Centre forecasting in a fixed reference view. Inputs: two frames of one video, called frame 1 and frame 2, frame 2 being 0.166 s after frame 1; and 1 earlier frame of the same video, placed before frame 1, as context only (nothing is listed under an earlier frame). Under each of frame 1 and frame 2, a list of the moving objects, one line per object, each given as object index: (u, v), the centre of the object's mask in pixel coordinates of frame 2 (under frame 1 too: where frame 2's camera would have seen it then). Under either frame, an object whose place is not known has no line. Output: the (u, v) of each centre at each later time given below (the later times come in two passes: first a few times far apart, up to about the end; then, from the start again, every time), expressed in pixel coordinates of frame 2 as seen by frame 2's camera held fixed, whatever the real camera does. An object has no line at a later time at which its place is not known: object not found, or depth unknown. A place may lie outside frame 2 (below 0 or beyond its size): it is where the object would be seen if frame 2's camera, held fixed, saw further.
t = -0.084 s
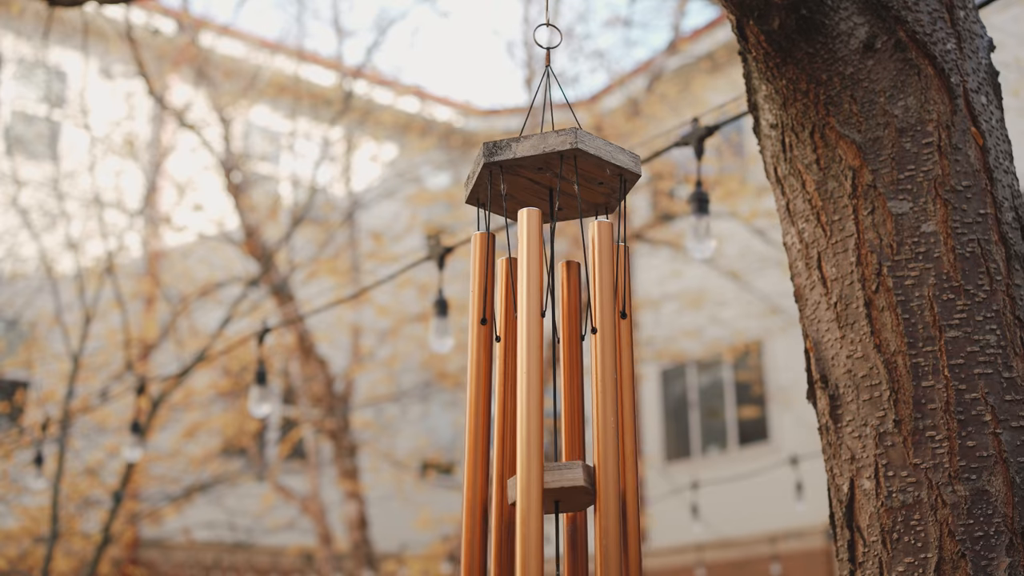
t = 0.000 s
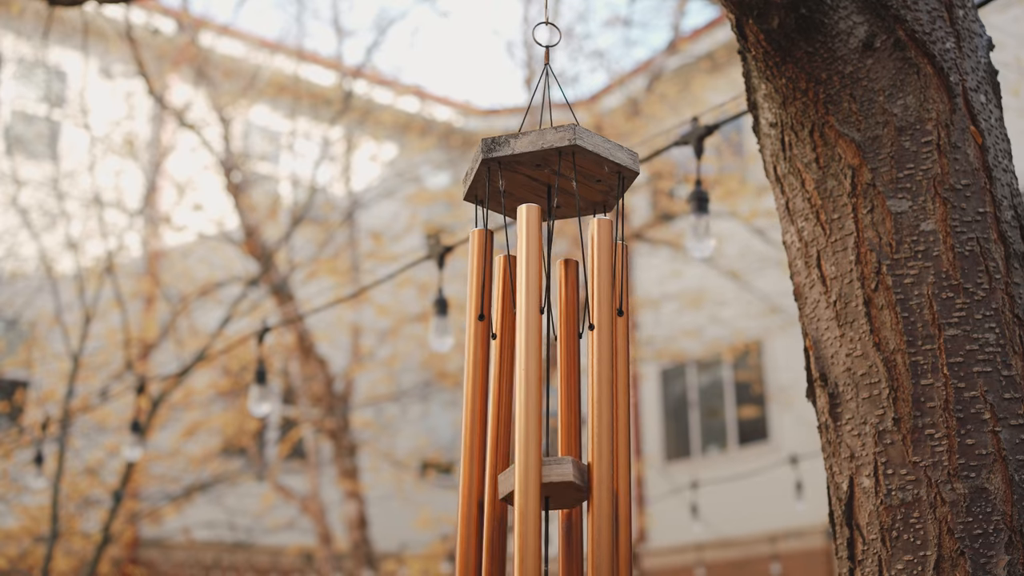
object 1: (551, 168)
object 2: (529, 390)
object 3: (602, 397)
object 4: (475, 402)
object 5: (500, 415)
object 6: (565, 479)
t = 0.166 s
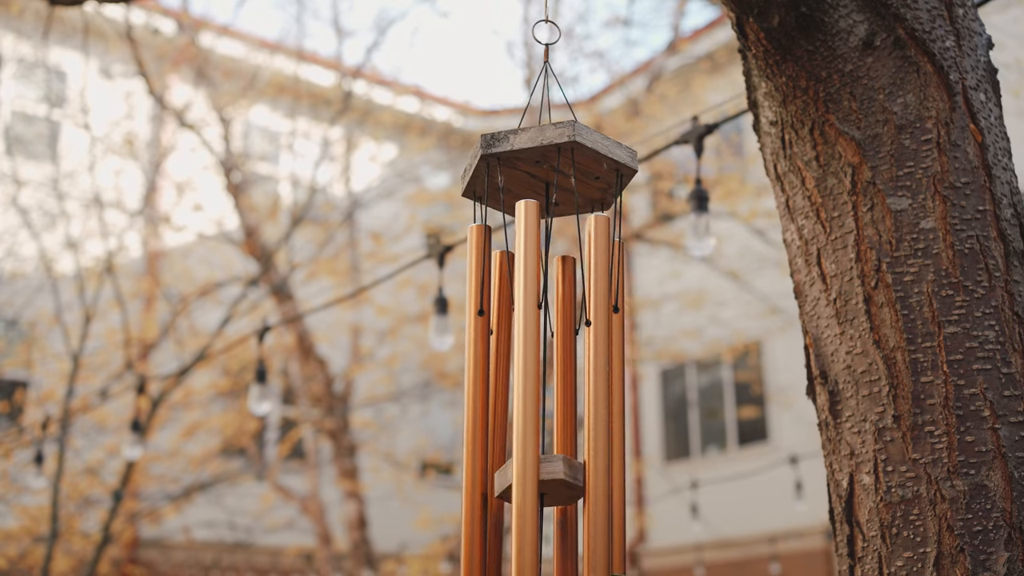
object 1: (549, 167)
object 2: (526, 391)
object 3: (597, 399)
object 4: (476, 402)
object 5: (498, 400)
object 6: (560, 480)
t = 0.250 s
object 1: (549, 168)
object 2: (526, 393)
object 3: (599, 400)
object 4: (479, 404)
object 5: (501, 394)
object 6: (562, 481)
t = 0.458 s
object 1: (553, 172)
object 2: (535, 399)
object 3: (610, 408)
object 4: (490, 411)
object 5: (512, 398)
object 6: (572, 485)
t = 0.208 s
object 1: (549, 167)
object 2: (526, 392)
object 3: (597, 399)
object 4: (477, 403)
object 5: (499, 397)
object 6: (560, 480)
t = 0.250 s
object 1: (549, 168)
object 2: (526, 393)
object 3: (599, 400)
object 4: (479, 404)
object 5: (501, 394)
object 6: (562, 481)
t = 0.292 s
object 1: (549, 169)
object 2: (527, 395)
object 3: (600, 402)
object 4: (481, 405)
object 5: (503, 394)
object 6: (563, 481)
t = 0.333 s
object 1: (550, 170)
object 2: (529, 397)
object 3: (603, 404)
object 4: (484, 406)
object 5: (506, 395)
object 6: (565, 482)
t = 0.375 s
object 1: (551, 171)
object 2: (530, 398)
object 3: (605, 404)
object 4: (486, 408)
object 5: (507, 396)
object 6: (566, 483)
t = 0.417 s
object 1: (552, 172)
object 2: (533, 399)
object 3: (608, 408)
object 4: (488, 409)
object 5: (510, 395)
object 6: (569, 484)
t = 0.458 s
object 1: (553, 172)
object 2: (535, 399)
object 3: (610, 408)
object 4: (490, 411)
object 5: (512, 398)
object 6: (572, 485)
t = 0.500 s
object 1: (555, 173)
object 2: (539, 400)
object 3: (614, 410)
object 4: (493, 411)
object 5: (515, 406)
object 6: (576, 487)
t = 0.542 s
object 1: (556, 174)
